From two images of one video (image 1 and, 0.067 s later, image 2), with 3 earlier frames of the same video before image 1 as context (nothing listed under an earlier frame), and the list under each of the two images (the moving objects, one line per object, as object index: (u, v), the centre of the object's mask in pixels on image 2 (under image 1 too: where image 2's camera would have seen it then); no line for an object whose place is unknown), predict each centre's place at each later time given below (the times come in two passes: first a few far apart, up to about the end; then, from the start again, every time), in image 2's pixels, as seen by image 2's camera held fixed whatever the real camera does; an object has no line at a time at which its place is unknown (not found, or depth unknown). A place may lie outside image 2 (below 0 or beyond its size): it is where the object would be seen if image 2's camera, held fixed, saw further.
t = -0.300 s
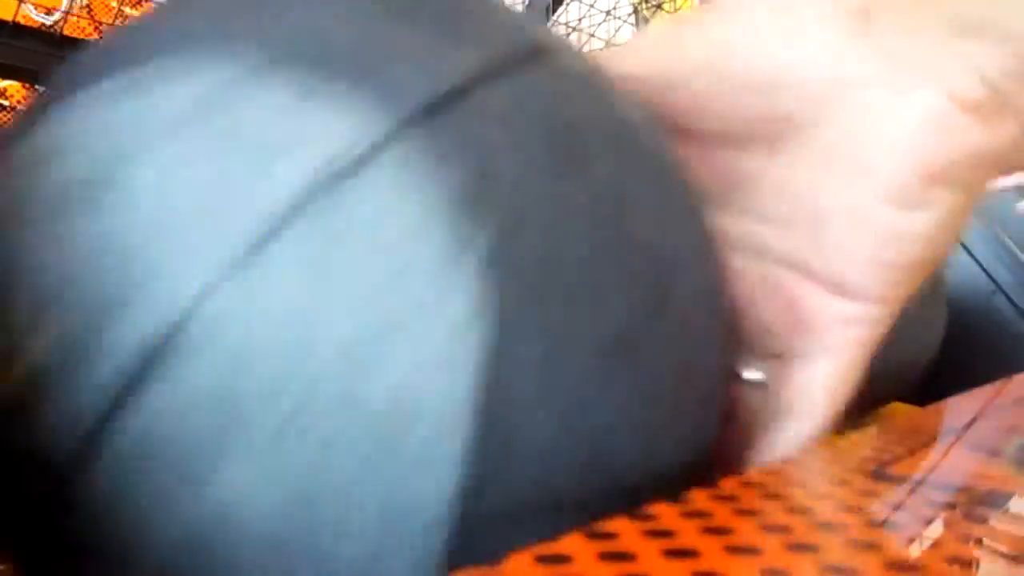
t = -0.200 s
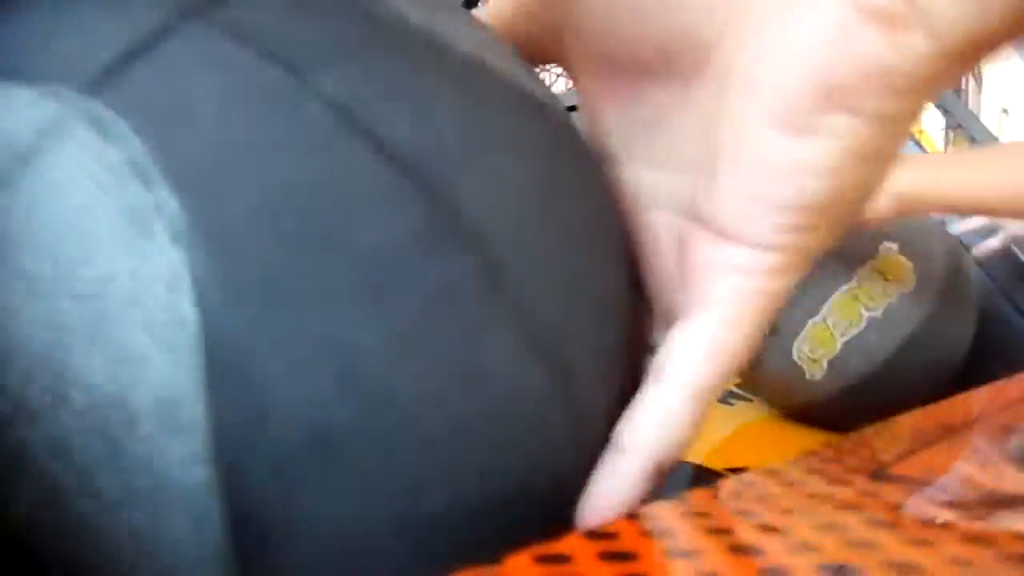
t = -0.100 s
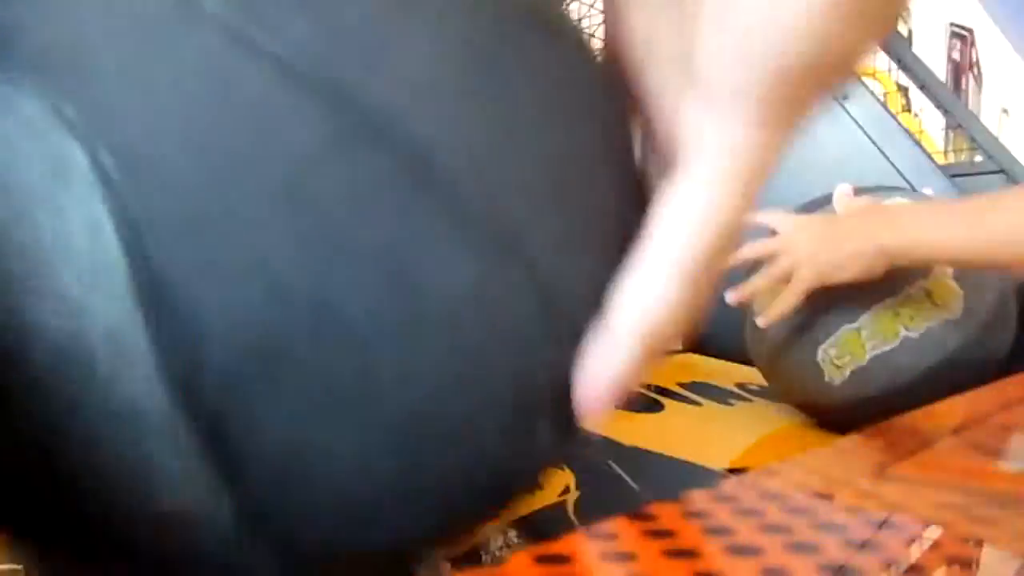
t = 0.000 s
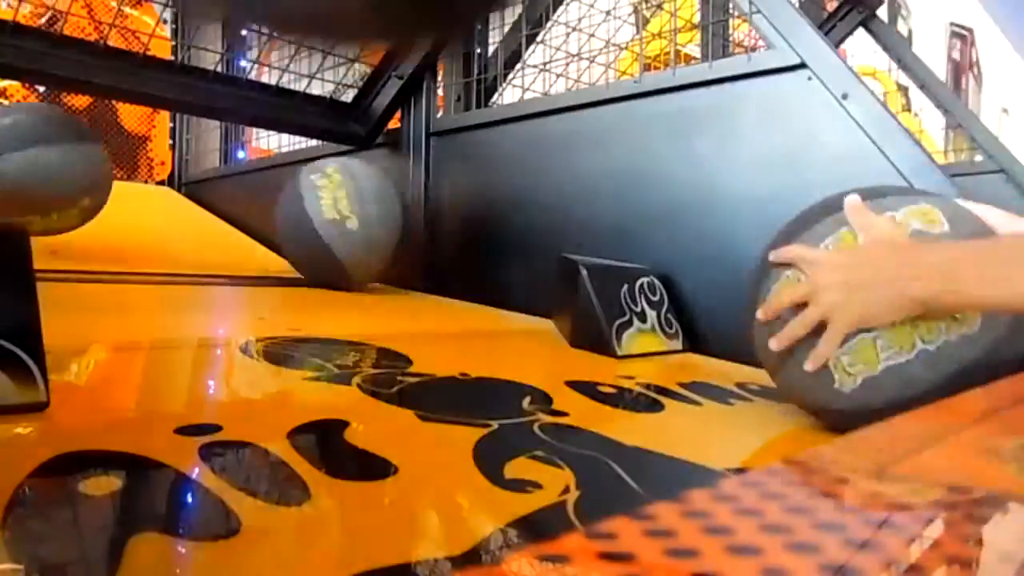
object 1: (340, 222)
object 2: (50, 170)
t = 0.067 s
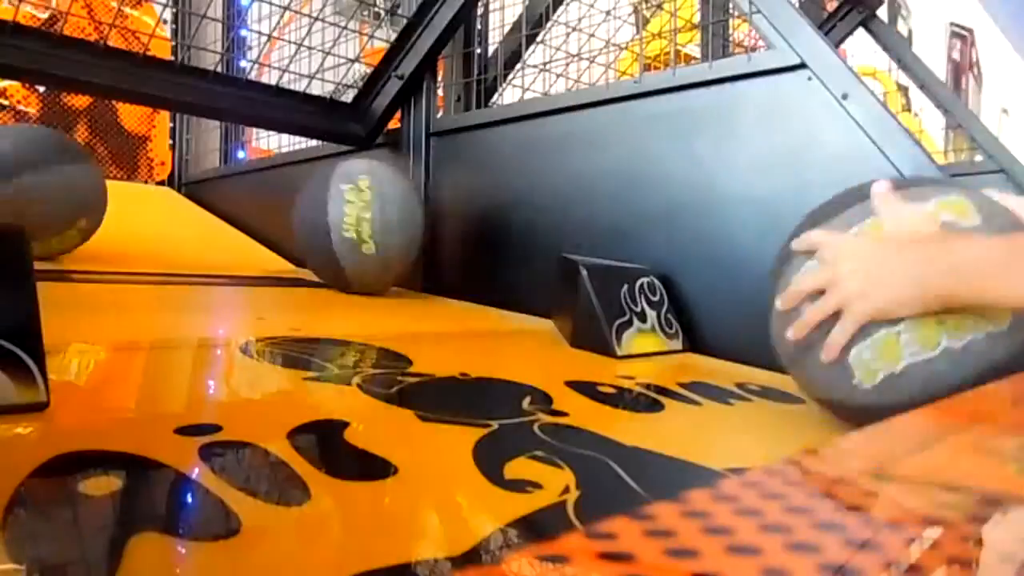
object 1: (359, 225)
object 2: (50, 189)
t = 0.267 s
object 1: (427, 235)
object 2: (43, 179)
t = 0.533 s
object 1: (460, 240)
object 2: (40, 185)
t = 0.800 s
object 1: (431, 238)
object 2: (41, 186)
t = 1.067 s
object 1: (425, 246)
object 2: (51, 187)
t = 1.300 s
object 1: (457, 259)
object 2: (101, 197)
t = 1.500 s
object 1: (549, 292)
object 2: (178, 215)
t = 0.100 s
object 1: (369, 228)
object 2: (48, 182)
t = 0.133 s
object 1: (380, 227)
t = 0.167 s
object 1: (391, 231)
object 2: (45, 175)
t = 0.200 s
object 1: (402, 233)
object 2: (45, 179)
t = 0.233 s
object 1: (415, 235)
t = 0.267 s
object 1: (427, 235)
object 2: (43, 179)
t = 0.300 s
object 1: (441, 237)
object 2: (42, 178)
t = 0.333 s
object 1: (456, 238)
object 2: (42, 182)
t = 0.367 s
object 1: (471, 240)
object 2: (42, 183)
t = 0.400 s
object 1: (487, 242)
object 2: (41, 181)
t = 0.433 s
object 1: (491, 239)
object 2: (41, 182)
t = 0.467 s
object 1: (479, 236)
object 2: (41, 183)
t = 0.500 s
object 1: (467, 239)
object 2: (41, 183)
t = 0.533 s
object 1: (460, 240)
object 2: (40, 185)
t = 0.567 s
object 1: (456, 236)
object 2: (40, 185)
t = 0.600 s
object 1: (451, 239)
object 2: (41, 185)
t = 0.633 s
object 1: (447, 239)
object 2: (41, 185)
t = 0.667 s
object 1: (443, 237)
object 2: (41, 185)
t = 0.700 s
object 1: (439, 239)
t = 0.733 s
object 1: (436, 237)
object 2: (41, 184)
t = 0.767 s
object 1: (433, 239)
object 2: (41, 184)
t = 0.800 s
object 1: (431, 238)
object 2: (41, 186)
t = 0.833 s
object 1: (429, 240)
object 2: (42, 185)
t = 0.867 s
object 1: (427, 240)
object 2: (43, 185)
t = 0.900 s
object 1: (425, 240)
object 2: (44, 185)
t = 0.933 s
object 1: (424, 240)
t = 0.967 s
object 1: (424, 241)
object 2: (46, 187)
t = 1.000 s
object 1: (423, 242)
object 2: (47, 188)
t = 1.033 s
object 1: (425, 244)
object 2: (50, 186)
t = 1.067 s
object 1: (425, 246)
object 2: (51, 187)
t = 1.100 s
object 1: (427, 245)
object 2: (54, 189)
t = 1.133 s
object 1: (429, 247)
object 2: (56, 187)
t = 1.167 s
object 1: (433, 249)
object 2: (58, 190)
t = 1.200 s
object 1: (437, 252)
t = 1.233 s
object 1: (442, 252)
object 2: (75, 175)
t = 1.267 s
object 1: (448, 256)
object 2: (87, 180)
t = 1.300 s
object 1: (457, 259)
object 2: (101, 197)
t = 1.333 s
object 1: (466, 262)
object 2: (111, 203)
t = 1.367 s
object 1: (477, 268)
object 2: (120, 197)
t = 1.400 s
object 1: (488, 276)
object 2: (130, 201)
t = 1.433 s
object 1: (500, 289)
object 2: (144, 217)
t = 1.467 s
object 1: (527, 285)
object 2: (161, 213)
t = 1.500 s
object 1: (549, 292)
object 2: (178, 215)
